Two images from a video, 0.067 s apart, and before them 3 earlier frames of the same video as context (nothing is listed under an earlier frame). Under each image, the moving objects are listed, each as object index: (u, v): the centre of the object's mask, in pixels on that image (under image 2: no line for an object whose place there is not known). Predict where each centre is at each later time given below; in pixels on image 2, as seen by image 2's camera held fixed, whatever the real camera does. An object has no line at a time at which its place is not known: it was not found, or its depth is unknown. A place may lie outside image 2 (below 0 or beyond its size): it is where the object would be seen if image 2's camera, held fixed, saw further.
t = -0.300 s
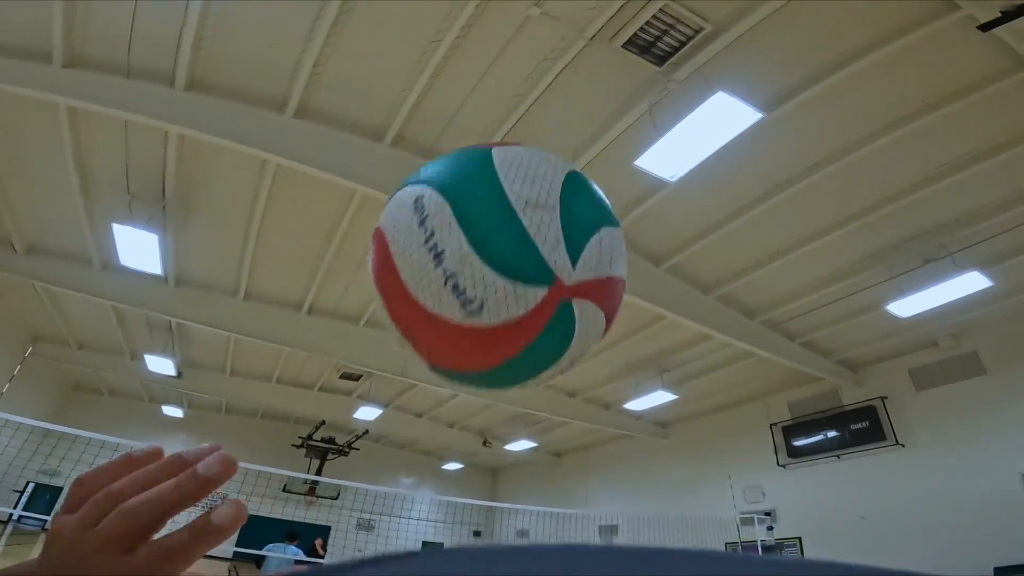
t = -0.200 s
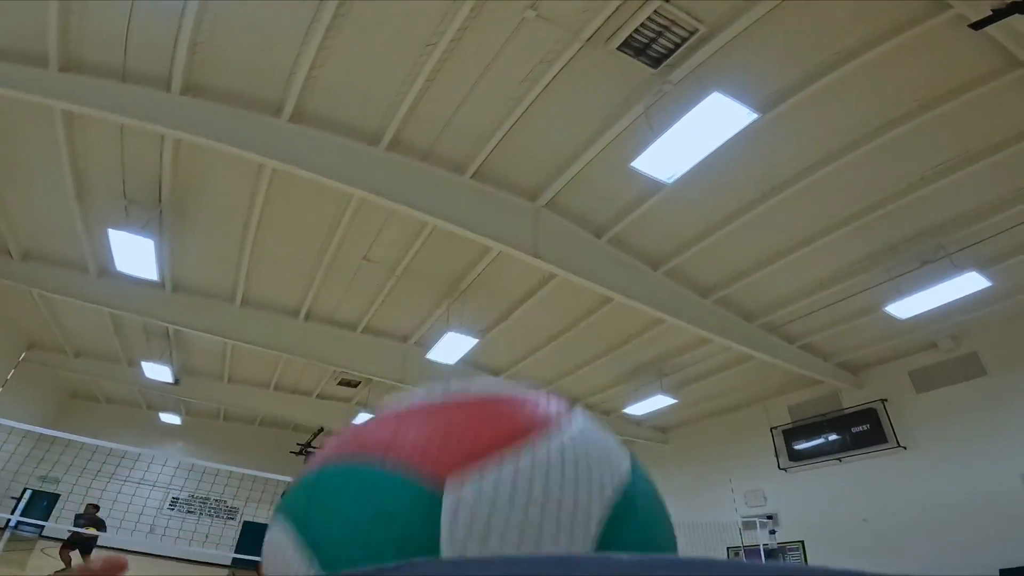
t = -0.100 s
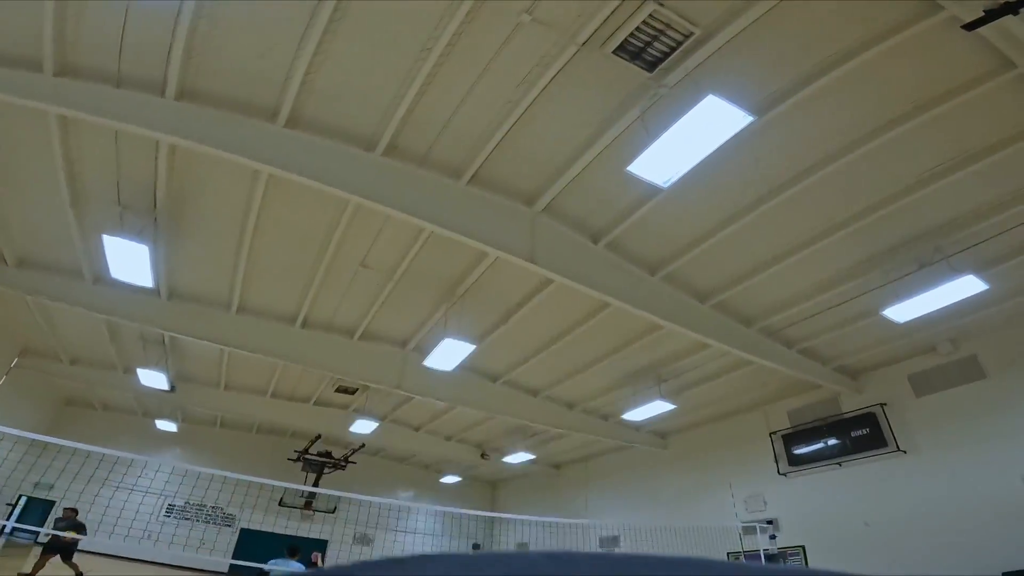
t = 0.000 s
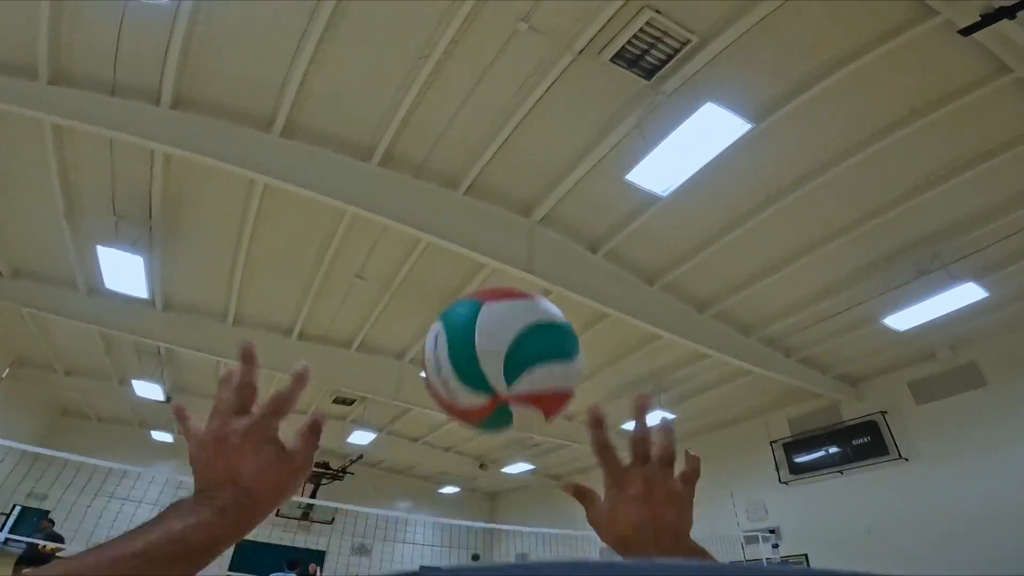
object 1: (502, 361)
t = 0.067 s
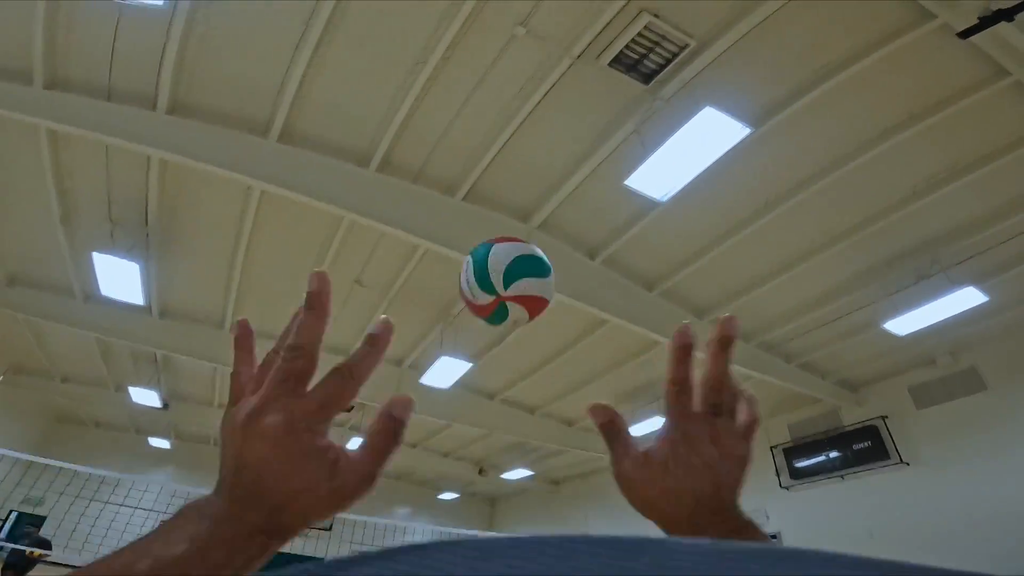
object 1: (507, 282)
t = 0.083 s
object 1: (508, 268)
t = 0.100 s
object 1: (509, 258)
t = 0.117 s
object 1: (511, 249)
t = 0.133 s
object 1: (512, 242)
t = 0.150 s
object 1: (513, 236)
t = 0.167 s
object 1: (514, 232)
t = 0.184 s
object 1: (514, 227)
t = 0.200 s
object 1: (515, 224)
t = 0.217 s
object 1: (515, 222)
